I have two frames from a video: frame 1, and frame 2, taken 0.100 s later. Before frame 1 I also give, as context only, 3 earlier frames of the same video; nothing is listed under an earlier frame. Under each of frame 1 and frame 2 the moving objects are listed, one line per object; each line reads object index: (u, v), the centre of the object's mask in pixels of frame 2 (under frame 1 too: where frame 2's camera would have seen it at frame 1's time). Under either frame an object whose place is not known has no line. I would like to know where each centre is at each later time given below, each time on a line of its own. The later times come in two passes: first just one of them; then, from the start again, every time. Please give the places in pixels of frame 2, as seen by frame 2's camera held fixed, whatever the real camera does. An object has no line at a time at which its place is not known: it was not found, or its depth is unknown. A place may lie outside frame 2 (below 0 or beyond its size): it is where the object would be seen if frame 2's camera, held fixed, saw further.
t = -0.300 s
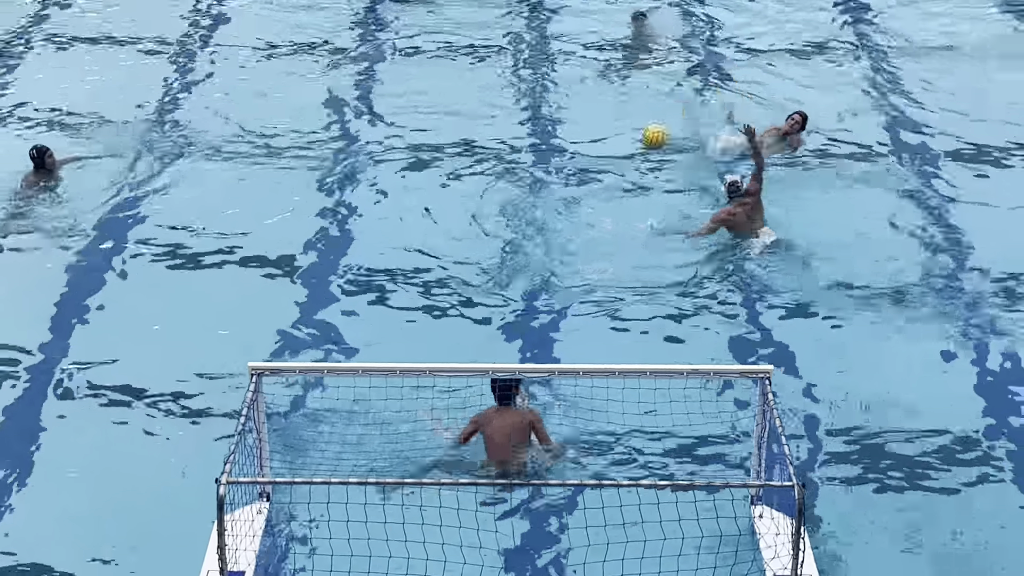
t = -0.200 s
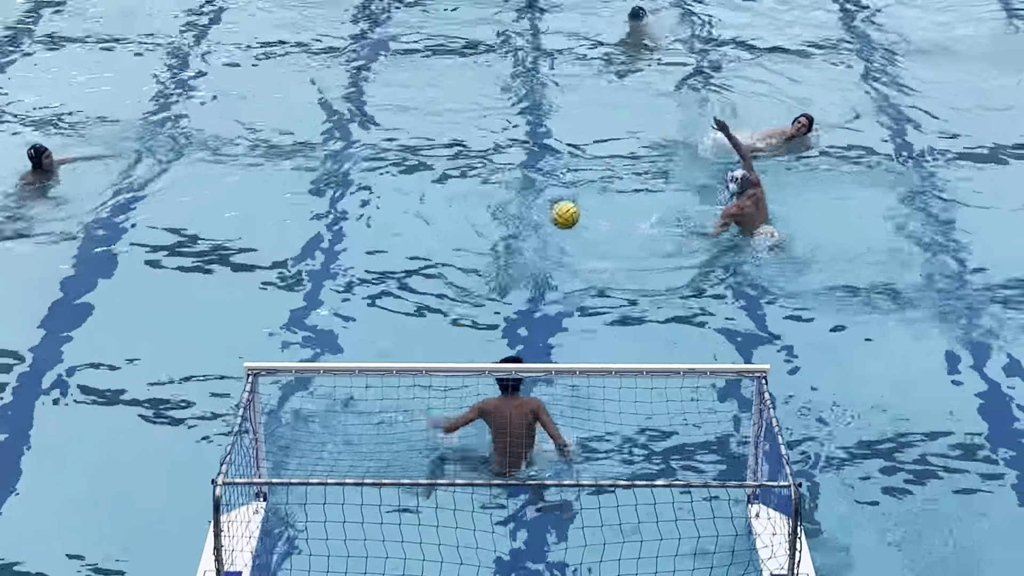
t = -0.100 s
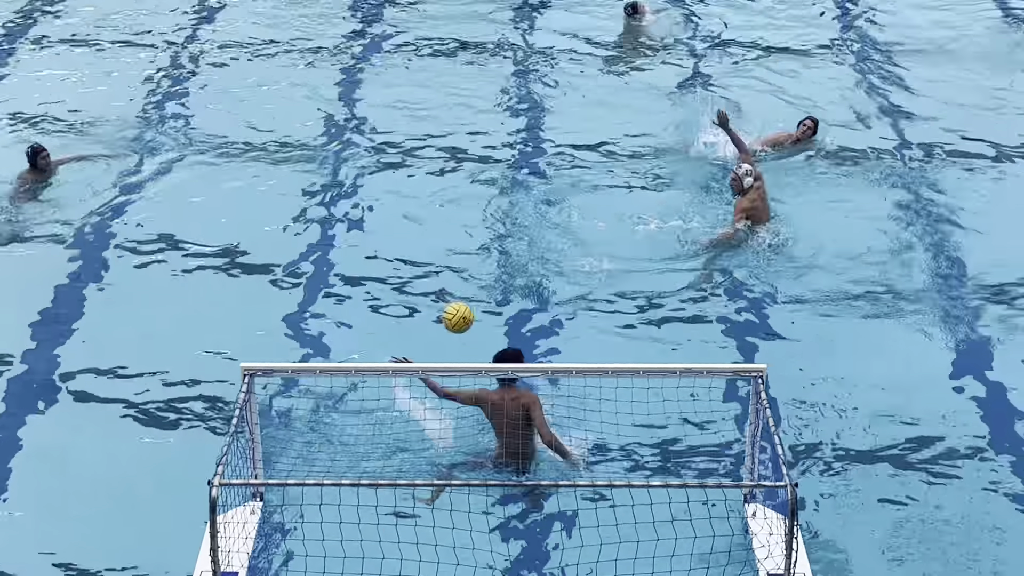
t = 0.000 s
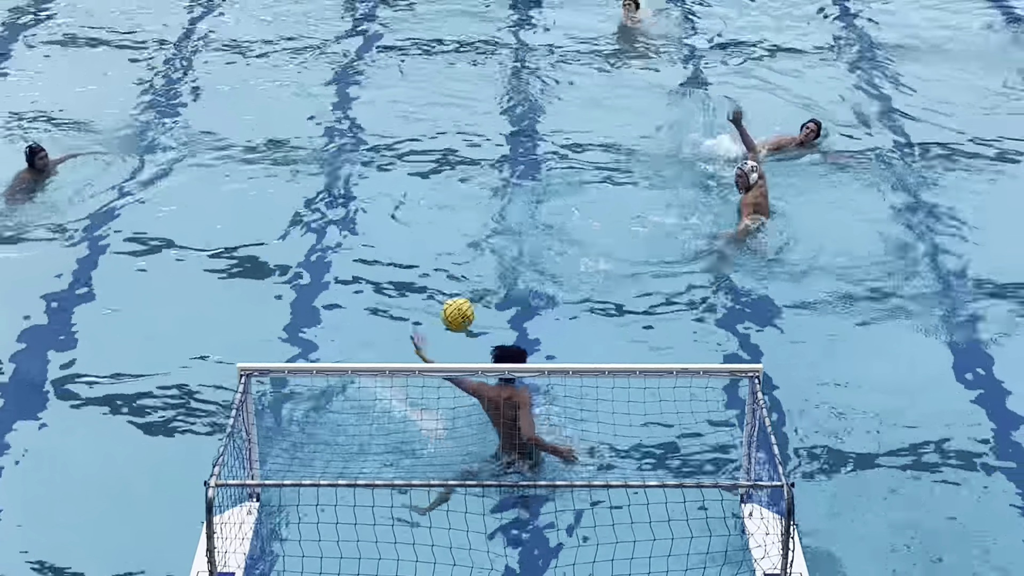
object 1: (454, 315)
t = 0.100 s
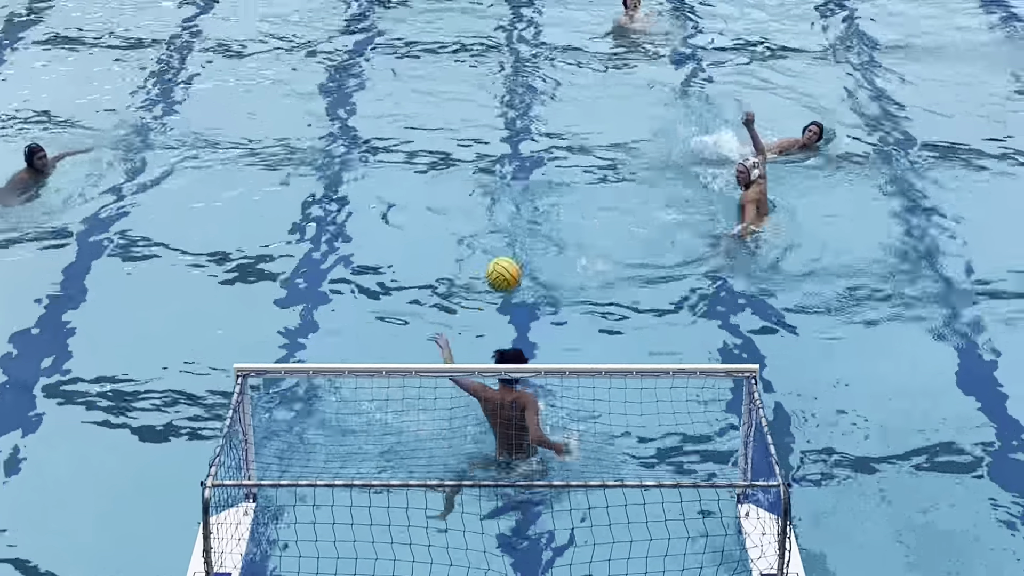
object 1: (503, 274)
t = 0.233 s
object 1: (574, 240)
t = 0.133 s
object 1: (521, 264)
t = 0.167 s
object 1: (537, 255)
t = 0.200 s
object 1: (556, 247)
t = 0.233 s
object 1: (574, 240)
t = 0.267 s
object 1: (593, 236)
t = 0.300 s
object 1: (613, 233)
